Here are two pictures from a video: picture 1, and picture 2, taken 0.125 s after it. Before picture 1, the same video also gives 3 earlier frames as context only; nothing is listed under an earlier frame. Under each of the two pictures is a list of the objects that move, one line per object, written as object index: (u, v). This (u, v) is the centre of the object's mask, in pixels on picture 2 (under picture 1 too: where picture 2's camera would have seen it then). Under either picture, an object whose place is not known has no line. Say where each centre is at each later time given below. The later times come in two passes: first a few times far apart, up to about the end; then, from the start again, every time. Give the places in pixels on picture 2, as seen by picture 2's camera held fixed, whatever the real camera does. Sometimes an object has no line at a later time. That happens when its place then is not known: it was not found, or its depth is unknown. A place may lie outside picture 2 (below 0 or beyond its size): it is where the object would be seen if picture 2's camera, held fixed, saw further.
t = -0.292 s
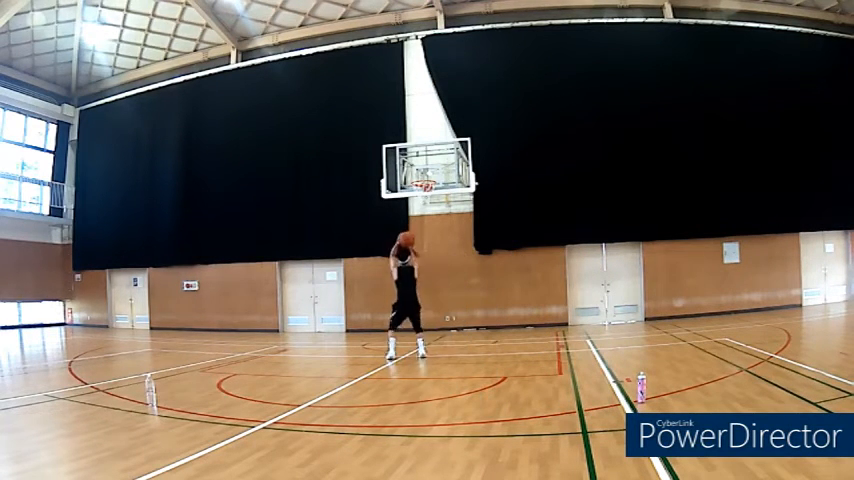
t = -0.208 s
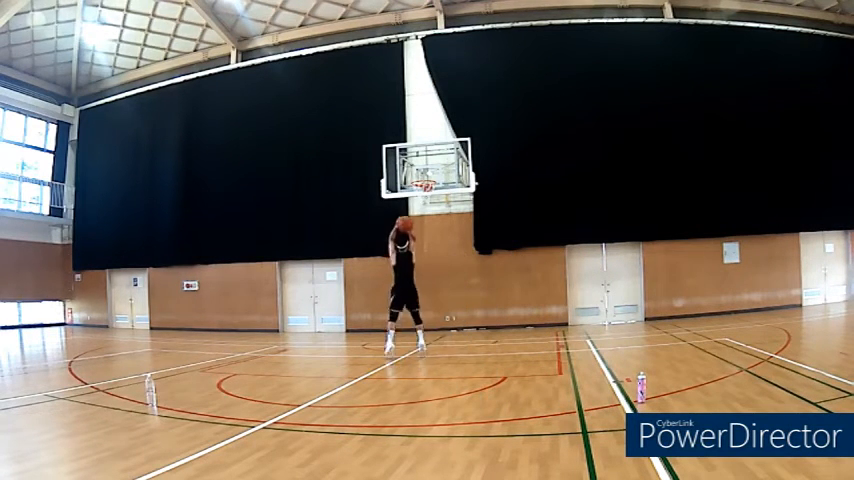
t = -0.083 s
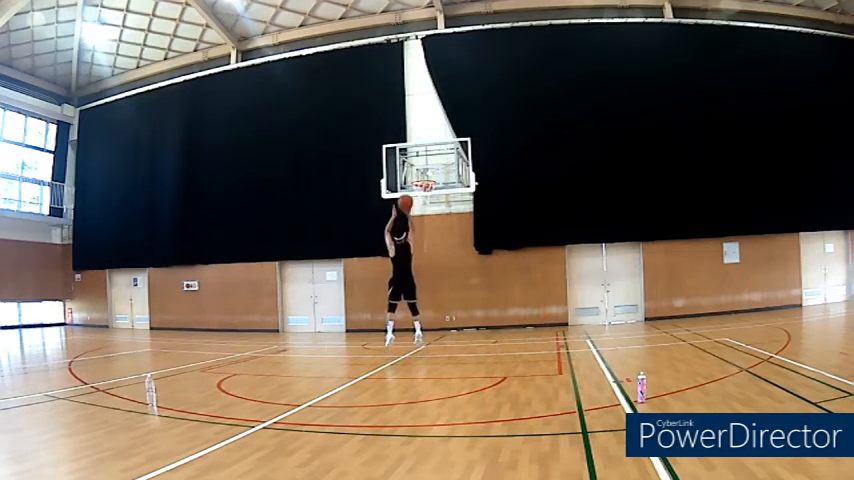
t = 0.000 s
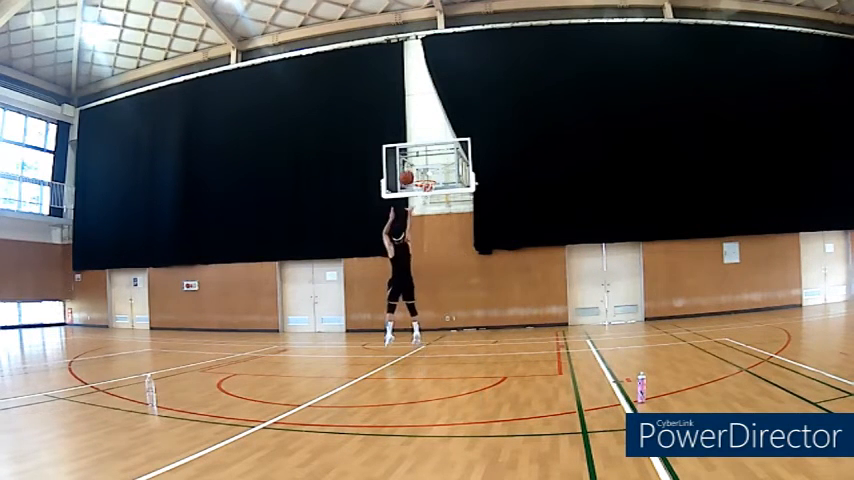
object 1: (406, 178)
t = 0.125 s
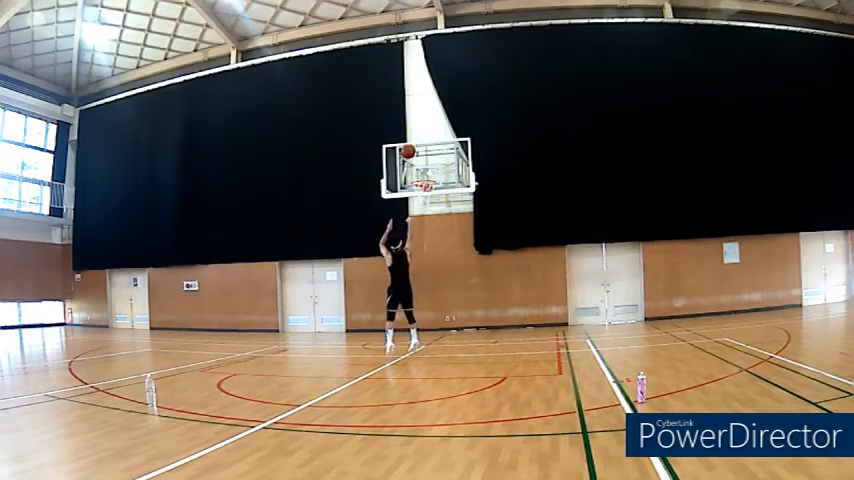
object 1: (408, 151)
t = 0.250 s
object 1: (410, 134)
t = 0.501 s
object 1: (414, 125)
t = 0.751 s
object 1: (420, 151)
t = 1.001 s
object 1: (426, 199)
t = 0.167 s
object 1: (408, 145)
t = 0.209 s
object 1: (409, 138)
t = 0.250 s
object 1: (410, 134)
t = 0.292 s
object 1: (411, 130)
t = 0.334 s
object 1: (411, 127)
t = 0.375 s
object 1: (412, 125)
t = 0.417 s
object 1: (413, 124)
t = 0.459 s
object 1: (414, 124)
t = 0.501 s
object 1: (414, 125)
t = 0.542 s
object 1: (415, 127)
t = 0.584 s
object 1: (416, 131)
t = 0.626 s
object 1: (417, 134)
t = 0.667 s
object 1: (418, 140)
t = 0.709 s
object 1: (419, 144)
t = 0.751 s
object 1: (420, 151)
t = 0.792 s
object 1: (421, 157)
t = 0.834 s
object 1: (422, 166)
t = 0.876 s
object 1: (423, 173)
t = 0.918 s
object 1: (424, 184)
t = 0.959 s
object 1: (426, 190)
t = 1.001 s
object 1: (426, 199)
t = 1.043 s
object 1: (426, 206)
